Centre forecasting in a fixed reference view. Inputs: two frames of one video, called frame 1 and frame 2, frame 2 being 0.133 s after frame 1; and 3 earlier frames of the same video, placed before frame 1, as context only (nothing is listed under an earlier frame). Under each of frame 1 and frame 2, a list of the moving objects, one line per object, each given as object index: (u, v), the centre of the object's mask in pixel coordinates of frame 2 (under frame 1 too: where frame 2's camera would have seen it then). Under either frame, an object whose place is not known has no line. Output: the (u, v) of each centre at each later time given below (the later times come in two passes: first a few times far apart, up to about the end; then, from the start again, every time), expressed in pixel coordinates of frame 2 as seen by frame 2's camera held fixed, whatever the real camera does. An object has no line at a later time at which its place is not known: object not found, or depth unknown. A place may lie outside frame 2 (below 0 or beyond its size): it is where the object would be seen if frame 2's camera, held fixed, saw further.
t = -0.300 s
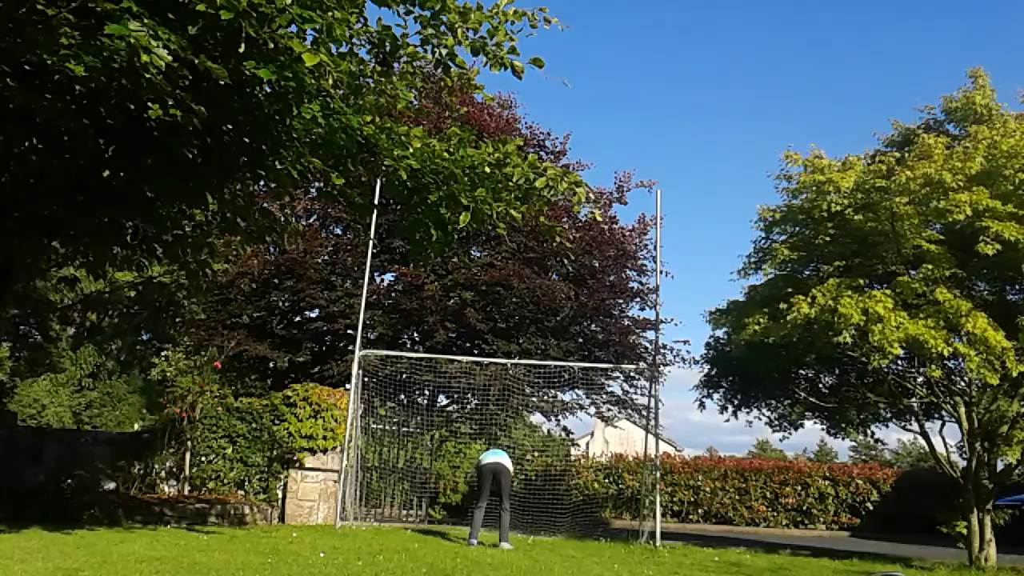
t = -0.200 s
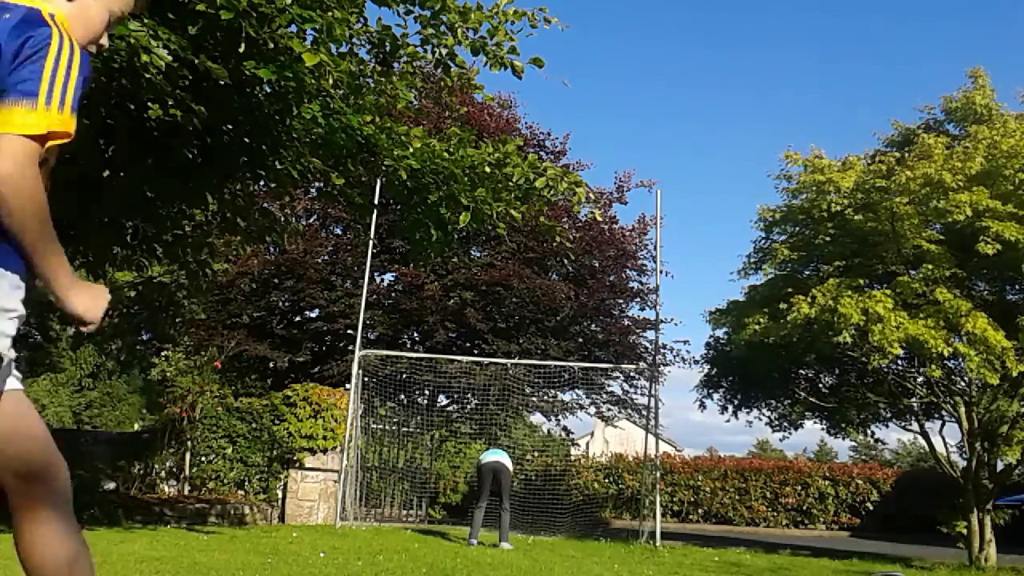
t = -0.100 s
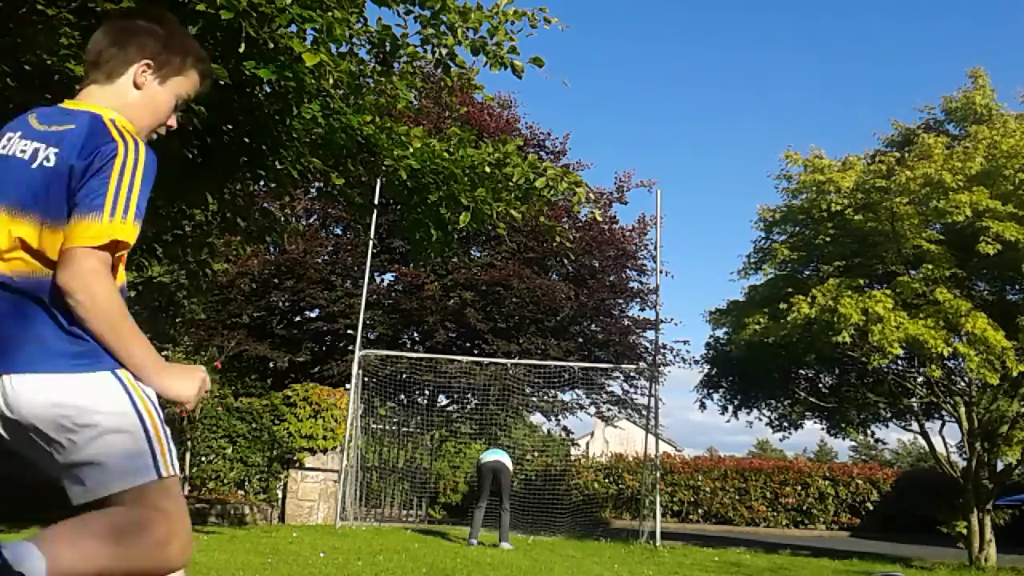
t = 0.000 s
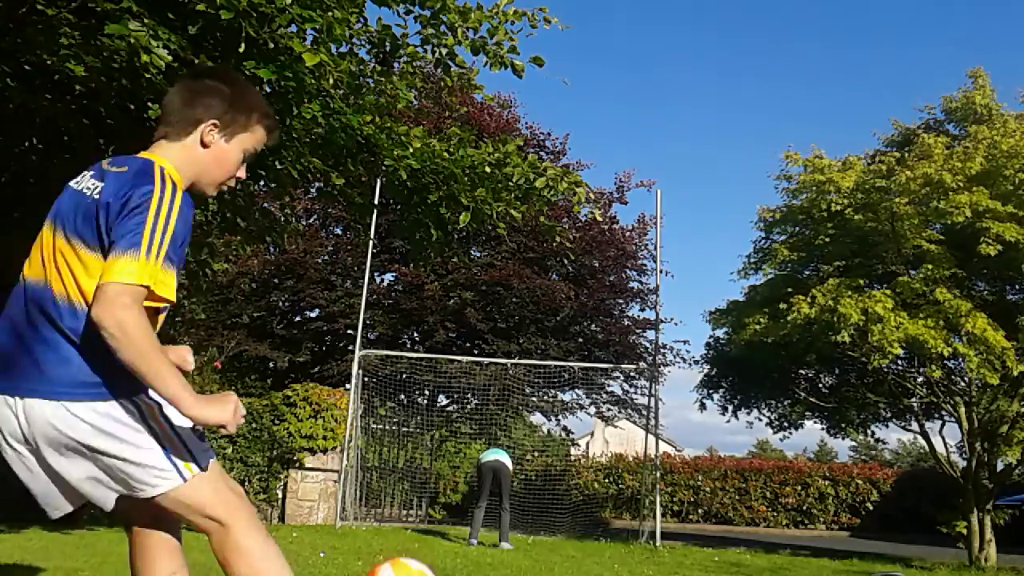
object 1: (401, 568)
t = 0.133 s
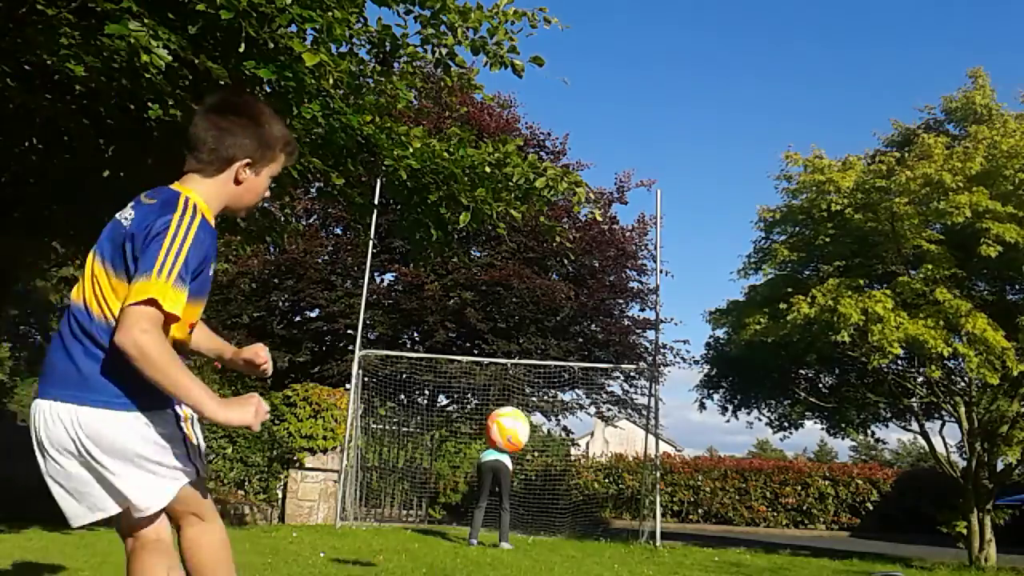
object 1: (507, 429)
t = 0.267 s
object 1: (539, 398)
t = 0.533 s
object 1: (555, 413)
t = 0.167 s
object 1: (518, 415)
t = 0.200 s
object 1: (527, 405)
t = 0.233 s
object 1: (534, 401)
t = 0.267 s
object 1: (539, 398)
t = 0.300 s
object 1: (543, 396)
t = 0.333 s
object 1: (547, 397)
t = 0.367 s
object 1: (550, 398)
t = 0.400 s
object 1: (551, 401)
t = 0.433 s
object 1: (555, 403)
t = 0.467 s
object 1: (555, 407)
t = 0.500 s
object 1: (556, 411)
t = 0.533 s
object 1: (555, 413)
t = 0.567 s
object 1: (554, 417)
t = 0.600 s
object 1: (554, 429)
